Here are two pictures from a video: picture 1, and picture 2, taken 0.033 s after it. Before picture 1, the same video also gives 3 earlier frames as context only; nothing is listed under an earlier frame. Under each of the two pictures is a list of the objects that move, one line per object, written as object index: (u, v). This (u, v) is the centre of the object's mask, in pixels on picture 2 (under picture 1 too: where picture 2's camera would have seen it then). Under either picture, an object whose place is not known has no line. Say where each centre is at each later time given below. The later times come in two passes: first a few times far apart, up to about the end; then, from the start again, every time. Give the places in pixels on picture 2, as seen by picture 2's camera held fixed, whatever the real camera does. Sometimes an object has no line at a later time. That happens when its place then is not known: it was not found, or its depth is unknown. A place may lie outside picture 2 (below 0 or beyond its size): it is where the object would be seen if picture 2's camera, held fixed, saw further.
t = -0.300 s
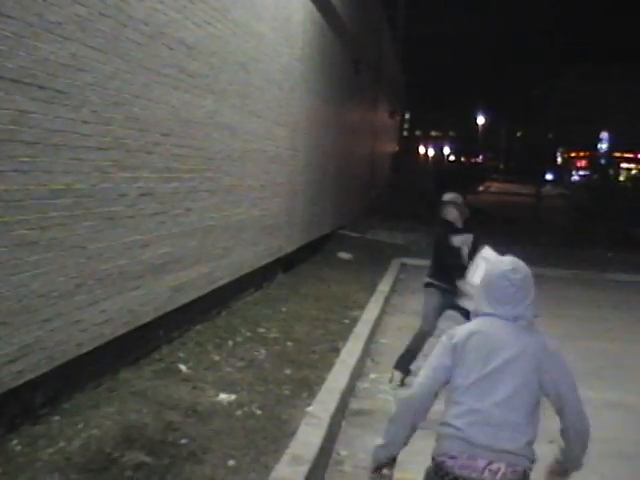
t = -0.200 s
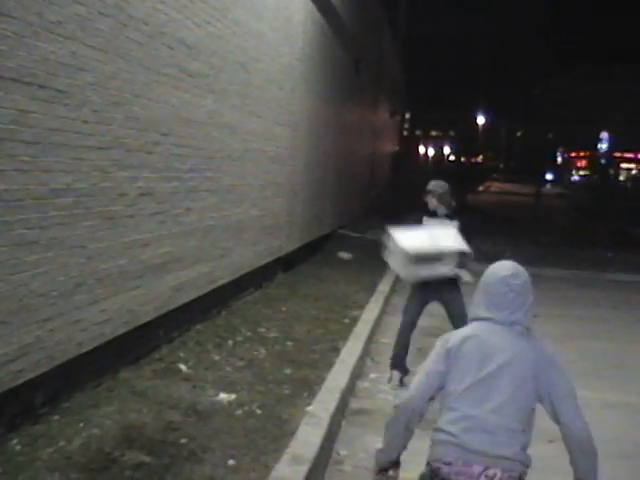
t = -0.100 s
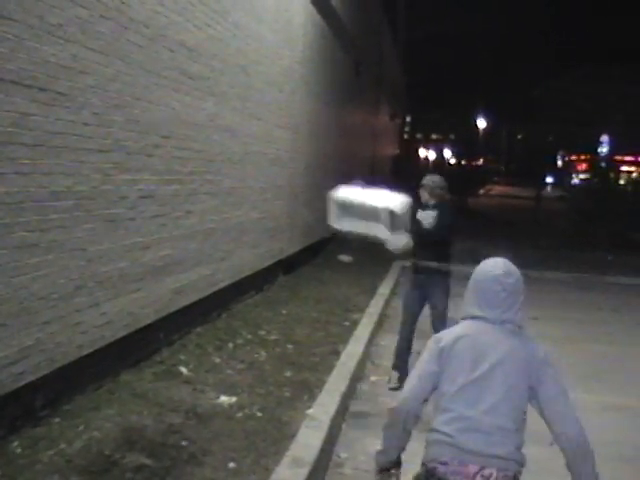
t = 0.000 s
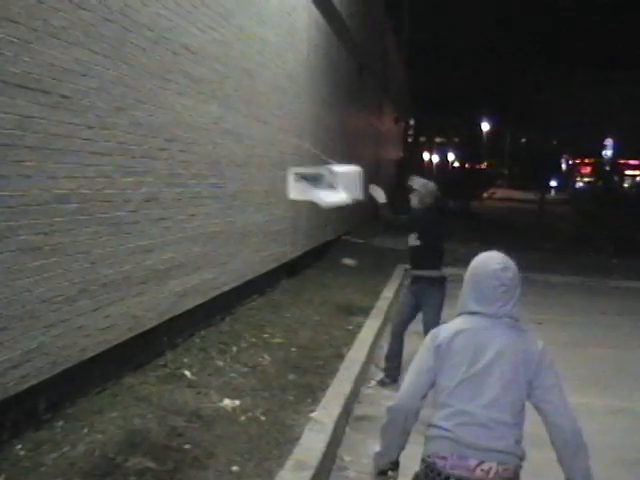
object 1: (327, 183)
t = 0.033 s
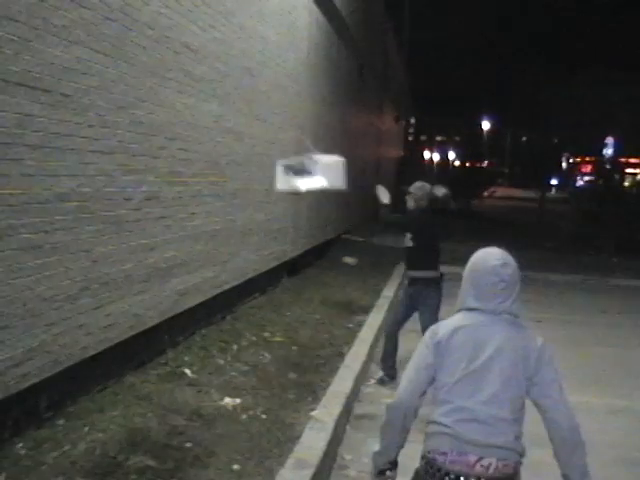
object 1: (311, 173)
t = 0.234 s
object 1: (224, 158)
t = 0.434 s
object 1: (249, 181)
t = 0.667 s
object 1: (274, 259)
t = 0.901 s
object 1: (308, 303)
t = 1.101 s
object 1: (344, 319)
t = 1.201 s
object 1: (355, 323)
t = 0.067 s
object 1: (296, 168)
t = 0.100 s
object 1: (280, 165)
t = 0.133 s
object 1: (263, 160)
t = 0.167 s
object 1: (247, 155)
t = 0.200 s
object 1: (231, 157)
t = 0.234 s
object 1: (224, 158)
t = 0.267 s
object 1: (224, 159)
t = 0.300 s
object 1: (229, 159)
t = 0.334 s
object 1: (234, 162)
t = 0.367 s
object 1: (240, 169)
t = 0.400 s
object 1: (245, 174)
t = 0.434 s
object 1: (249, 181)
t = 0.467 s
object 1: (253, 189)
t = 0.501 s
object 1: (256, 198)
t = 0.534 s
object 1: (260, 208)
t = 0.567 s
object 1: (264, 219)
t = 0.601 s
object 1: (267, 232)
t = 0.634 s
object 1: (271, 245)
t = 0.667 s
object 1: (274, 259)
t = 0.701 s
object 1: (278, 274)
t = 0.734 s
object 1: (282, 289)
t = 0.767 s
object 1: (285, 305)
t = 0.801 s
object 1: (291, 304)
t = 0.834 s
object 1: (298, 302)
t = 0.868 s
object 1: (304, 300)
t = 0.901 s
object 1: (308, 303)
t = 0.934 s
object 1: (314, 303)
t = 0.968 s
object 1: (321, 305)
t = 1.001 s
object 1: (327, 309)
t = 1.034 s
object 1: (333, 314)
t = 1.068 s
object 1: (340, 318)
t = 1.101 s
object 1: (344, 319)
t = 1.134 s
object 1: (347, 320)
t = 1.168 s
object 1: (352, 322)
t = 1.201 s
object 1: (355, 323)
